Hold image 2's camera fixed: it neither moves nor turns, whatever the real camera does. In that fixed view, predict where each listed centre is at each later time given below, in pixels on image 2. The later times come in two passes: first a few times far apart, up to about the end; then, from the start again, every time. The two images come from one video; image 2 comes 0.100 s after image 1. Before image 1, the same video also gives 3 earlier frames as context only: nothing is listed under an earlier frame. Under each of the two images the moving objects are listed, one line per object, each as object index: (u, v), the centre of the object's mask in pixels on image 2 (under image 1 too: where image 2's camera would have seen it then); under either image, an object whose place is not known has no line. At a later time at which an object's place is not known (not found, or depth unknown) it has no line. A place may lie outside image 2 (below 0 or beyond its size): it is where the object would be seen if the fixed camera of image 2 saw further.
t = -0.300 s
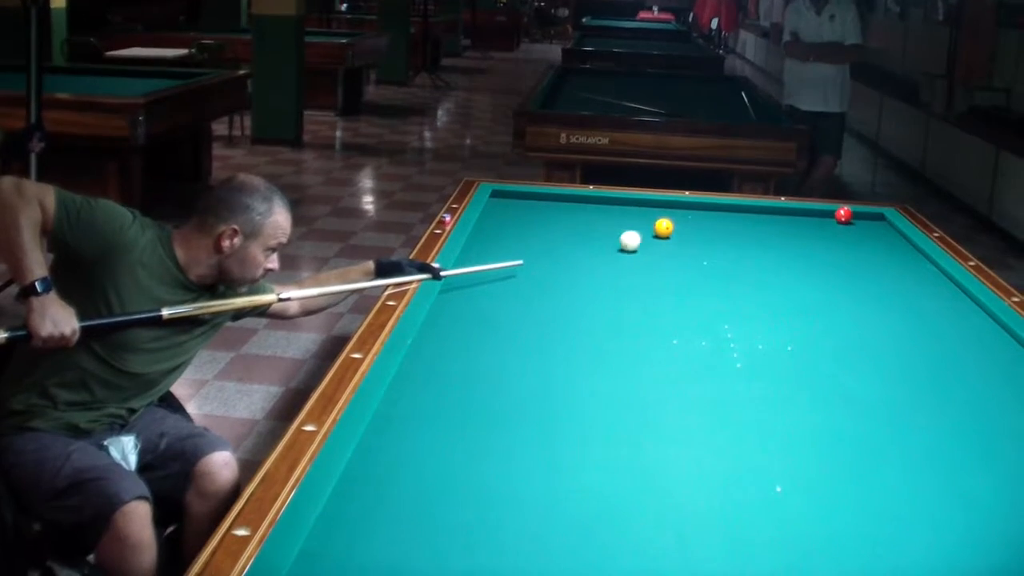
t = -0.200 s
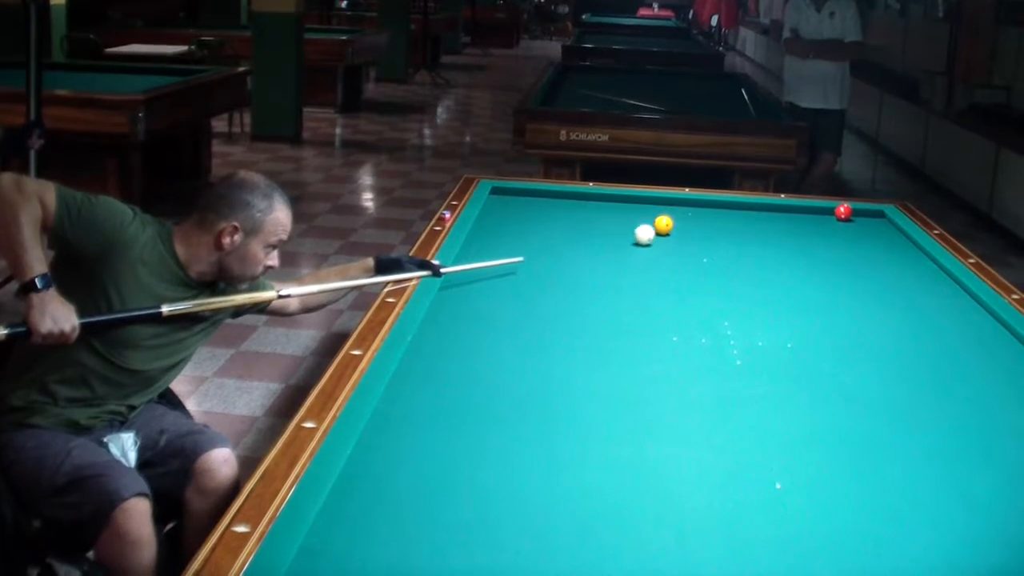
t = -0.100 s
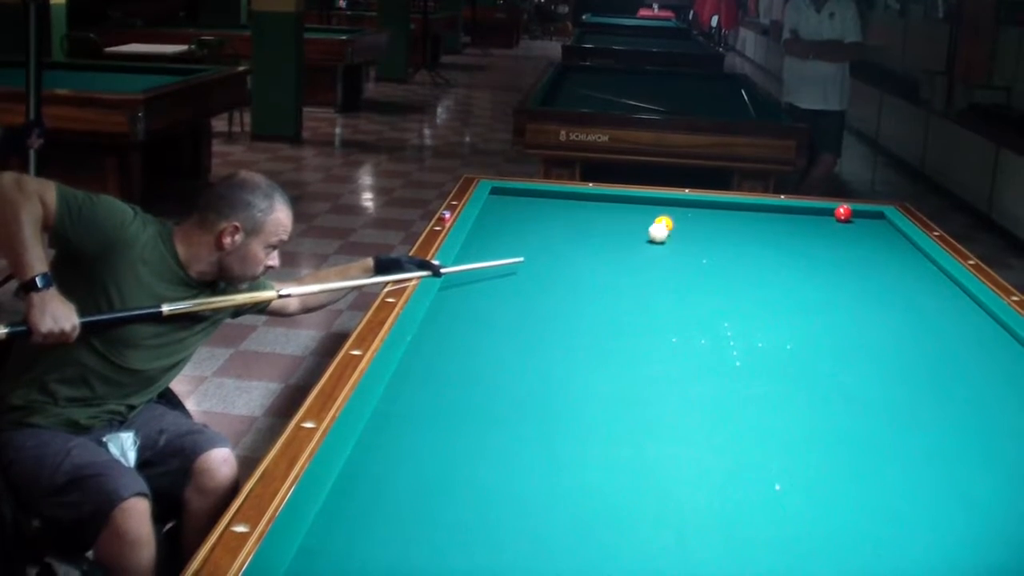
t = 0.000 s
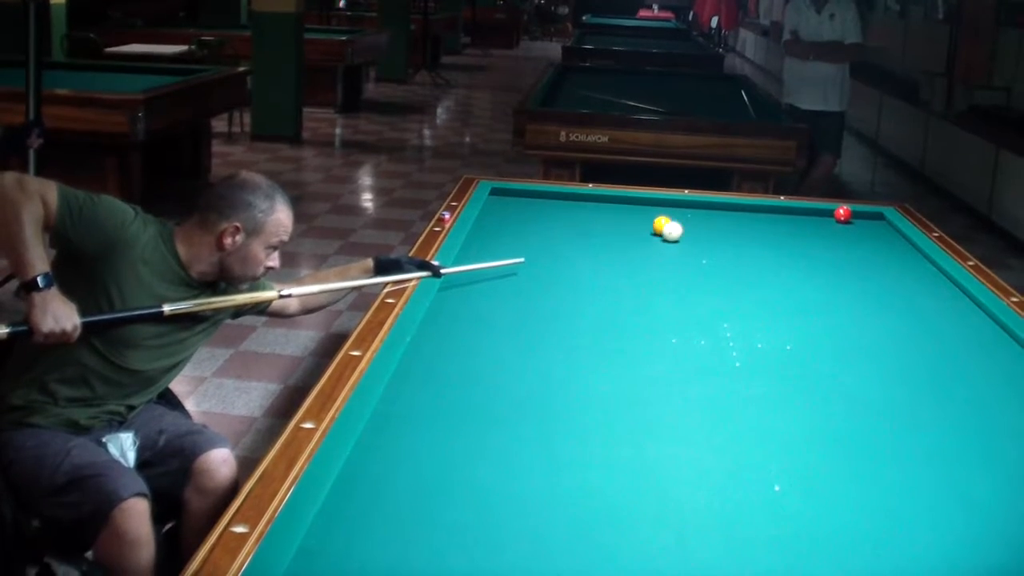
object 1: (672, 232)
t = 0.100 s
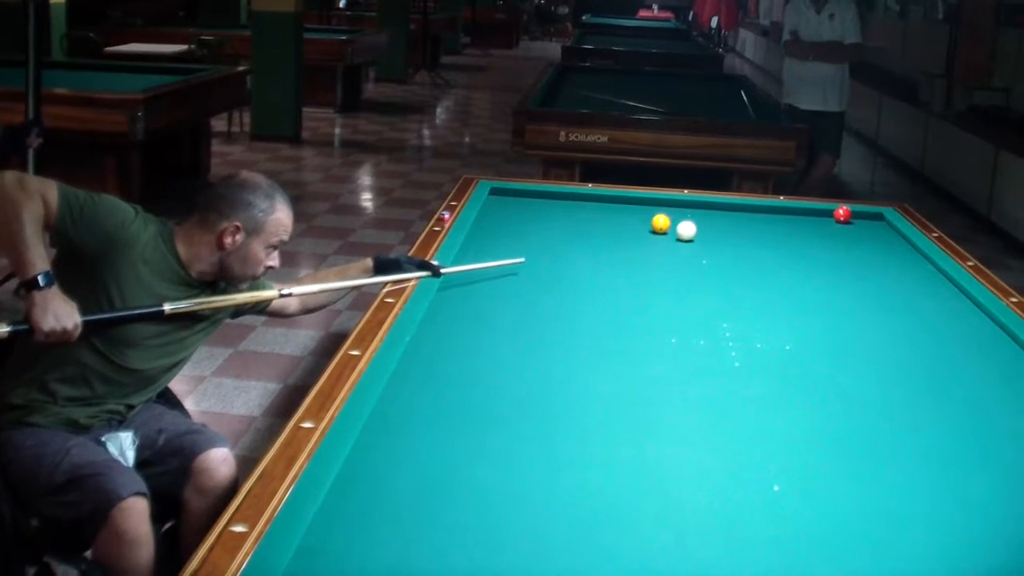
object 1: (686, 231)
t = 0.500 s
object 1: (741, 229)
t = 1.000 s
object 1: (805, 227)
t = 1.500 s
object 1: (862, 225)
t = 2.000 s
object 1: (867, 221)
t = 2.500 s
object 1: (837, 218)
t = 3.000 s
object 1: (813, 217)
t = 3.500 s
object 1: (793, 215)
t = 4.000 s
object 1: (773, 214)
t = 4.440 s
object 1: (758, 212)
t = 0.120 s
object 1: (689, 231)
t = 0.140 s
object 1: (692, 231)
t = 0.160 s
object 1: (694, 231)
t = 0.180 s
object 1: (697, 231)
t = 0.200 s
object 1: (700, 230)
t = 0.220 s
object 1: (703, 230)
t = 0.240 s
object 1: (706, 230)
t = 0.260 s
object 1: (708, 230)
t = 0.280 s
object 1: (711, 230)
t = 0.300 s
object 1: (714, 230)
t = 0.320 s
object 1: (717, 230)
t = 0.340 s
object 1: (720, 230)
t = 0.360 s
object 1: (723, 230)
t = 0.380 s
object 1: (725, 230)
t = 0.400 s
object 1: (728, 230)
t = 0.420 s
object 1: (731, 230)
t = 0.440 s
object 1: (733, 230)
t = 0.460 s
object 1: (736, 230)
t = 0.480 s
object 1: (739, 229)
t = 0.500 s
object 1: (741, 229)
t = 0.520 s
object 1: (744, 229)
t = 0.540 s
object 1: (747, 229)
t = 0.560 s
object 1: (750, 229)
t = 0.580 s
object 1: (752, 229)
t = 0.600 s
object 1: (755, 229)
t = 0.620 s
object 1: (757, 229)
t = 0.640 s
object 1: (760, 229)
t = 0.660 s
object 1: (763, 229)
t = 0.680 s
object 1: (765, 229)
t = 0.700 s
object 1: (768, 228)
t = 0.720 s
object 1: (770, 228)
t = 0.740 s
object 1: (773, 228)
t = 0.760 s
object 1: (775, 228)
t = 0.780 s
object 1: (778, 228)
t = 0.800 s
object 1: (780, 228)
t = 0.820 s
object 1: (783, 228)
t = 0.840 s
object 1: (786, 228)
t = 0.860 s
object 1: (788, 228)
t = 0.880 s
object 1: (791, 228)
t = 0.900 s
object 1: (793, 228)
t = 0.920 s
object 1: (795, 227)
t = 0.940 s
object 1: (798, 227)
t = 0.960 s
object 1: (800, 227)
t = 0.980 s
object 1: (803, 227)
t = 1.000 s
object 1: (805, 227)
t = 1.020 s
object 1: (807, 227)
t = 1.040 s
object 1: (810, 227)
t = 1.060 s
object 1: (812, 227)
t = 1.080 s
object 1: (814, 227)
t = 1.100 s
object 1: (817, 227)
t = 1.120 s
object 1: (819, 227)
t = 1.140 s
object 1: (821, 227)
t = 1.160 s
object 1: (824, 227)
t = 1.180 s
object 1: (826, 227)
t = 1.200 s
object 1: (828, 226)
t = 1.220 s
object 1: (831, 226)
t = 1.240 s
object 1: (833, 226)
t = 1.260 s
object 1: (835, 226)
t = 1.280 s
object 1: (837, 226)
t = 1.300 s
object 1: (840, 226)
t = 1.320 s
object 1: (842, 226)
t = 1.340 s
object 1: (845, 226)
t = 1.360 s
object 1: (847, 226)
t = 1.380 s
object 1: (849, 226)
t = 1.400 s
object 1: (851, 226)
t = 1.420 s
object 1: (854, 225)
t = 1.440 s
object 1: (856, 225)
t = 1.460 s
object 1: (858, 225)
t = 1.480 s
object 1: (860, 225)
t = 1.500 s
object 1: (862, 225)
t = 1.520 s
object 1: (864, 225)
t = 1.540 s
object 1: (866, 225)
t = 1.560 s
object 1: (868, 225)
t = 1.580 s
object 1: (871, 225)
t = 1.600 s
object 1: (873, 225)
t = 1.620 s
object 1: (875, 225)
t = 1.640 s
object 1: (877, 225)
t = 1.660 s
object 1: (879, 225)
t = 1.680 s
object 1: (881, 225)
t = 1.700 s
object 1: (883, 225)
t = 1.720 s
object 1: (885, 225)
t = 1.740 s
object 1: (885, 224)
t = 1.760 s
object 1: (884, 224)
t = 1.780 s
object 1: (882, 224)
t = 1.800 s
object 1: (881, 224)
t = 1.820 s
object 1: (879, 223)
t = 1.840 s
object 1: (878, 223)
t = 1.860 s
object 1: (876, 223)
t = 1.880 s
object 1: (875, 223)
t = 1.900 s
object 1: (874, 222)
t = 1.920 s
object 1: (872, 222)
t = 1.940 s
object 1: (871, 222)
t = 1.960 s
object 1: (870, 222)
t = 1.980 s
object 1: (868, 222)
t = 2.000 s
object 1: (867, 221)
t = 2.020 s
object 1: (866, 221)
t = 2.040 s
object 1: (864, 221)
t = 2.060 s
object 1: (863, 221)
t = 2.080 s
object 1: (861, 221)
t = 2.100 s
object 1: (861, 221)
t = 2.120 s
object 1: (859, 220)
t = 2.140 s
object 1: (858, 220)
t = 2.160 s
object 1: (856, 220)
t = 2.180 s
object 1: (855, 220)
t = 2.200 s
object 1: (853, 219)
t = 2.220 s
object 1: (852, 219)
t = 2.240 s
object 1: (851, 219)
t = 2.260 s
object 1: (850, 219)
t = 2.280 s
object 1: (848, 218)
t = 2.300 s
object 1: (847, 218)
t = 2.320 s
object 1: (846, 218)
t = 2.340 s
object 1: (845, 218)
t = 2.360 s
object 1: (844, 218)
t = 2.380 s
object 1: (843, 218)
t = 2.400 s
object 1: (842, 218)
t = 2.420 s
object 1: (841, 218)
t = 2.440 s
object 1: (840, 218)
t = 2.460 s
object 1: (839, 218)
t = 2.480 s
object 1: (838, 217)
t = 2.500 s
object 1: (837, 218)
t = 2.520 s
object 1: (836, 218)
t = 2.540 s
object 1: (834, 218)
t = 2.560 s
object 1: (834, 218)
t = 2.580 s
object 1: (832, 217)
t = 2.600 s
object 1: (832, 217)
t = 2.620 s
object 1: (831, 217)
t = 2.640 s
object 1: (830, 217)
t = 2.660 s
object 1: (828, 217)
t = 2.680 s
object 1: (827, 217)
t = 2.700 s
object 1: (826, 217)
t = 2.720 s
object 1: (826, 217)
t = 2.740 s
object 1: (825, 217)
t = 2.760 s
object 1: (824, 217)
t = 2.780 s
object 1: (823, 217)
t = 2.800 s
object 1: (822, 217)
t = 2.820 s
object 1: (821, 217)
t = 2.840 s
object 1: (820, 217)
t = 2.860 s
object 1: (819, 217)
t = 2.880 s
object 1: (818, 217)
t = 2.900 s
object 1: (817, 217)
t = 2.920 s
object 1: (817, 217)
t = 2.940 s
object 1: (816, 217)
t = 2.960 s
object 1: (815, 217)
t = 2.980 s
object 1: (814, 217)
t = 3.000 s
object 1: (813, 217)
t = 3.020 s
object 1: (812, 217)
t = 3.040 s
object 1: (812, 217)
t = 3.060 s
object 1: (811, 216)
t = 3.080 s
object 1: (810, 216)
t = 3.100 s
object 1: (809, 216)
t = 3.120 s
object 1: (808, 216)
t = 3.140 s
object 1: (807, 216)
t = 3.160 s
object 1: (806, 216)
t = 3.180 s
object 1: (805, 216)
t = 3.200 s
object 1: (805, 216)
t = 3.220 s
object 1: (804, 216)
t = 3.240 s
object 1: (803, 216)
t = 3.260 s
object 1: (802, 216)
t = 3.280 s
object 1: (801, 216)
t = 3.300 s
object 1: (800, 216)
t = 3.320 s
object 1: (799, 216)
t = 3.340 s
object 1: (799, 216)
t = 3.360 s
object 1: (798, 216)
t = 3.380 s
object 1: (797, 215)
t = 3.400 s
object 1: (796, 215)
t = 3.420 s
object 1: (795, 215)
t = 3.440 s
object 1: (795, 215)
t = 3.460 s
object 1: (794, 215)
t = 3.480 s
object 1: (793, 215)
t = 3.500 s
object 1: (793, 215)
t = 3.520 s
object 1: (791, 215)
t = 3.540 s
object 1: (791, 215)
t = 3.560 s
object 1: (790, 215)
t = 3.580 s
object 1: (789, 215)
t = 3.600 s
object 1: (789, 215)
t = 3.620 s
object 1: (788, 215)
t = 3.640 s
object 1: (787, 215)
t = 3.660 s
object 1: (787, 215)
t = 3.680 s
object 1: (786, 215)
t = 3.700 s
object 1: (785, 215)
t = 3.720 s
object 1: (784, 215)
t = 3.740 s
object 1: (783, 215)
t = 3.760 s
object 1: (783, 214)
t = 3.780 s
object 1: (782, 214)
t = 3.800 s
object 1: (781, 214)
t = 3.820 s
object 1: (780, 214)
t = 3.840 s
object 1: (779, 214)
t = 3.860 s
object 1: (779, 214)
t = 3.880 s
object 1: (778, 214)
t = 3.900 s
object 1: (777, 214)
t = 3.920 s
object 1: (776, 214)
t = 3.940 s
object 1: (775, 214)
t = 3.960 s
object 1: (774, 214)
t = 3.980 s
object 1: (773, 214)
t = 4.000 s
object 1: (773, 214)
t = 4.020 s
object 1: (772, 214)
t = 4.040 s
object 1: (771, 214)
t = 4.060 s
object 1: (770, 213)
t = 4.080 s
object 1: (769, 213)
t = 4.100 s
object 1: (768, 213)
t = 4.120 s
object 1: (768, 213)
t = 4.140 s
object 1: (767, 213)
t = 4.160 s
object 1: (767, 213)
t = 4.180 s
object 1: (766, 213)
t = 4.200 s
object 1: (765, 213)
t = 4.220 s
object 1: (764, 213)
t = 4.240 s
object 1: (764, 213)
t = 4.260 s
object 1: (763, 212)
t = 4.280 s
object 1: (763, 213)
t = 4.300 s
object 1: (762, 213)
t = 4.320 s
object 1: (762, 213)
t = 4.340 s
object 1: (761, 212)
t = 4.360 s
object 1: (761, 213)
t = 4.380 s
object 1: (760, 212)
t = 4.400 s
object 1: (760, 212)
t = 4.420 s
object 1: (759, 212)
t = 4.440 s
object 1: (758, 212)
